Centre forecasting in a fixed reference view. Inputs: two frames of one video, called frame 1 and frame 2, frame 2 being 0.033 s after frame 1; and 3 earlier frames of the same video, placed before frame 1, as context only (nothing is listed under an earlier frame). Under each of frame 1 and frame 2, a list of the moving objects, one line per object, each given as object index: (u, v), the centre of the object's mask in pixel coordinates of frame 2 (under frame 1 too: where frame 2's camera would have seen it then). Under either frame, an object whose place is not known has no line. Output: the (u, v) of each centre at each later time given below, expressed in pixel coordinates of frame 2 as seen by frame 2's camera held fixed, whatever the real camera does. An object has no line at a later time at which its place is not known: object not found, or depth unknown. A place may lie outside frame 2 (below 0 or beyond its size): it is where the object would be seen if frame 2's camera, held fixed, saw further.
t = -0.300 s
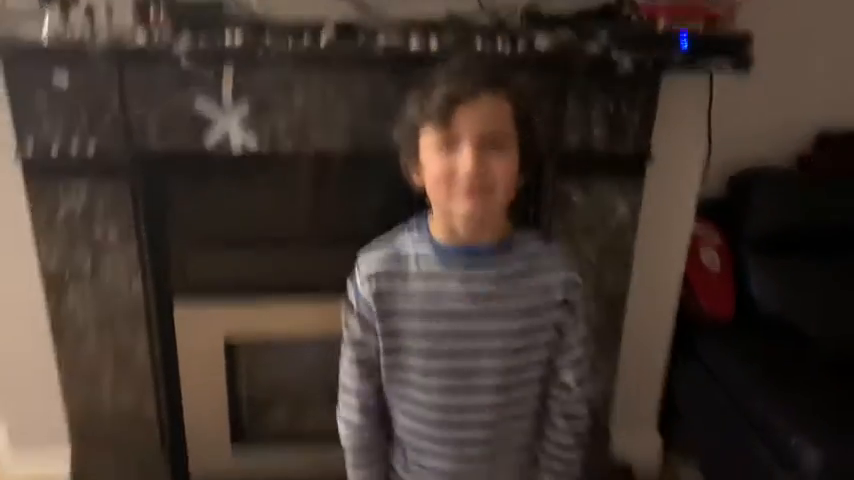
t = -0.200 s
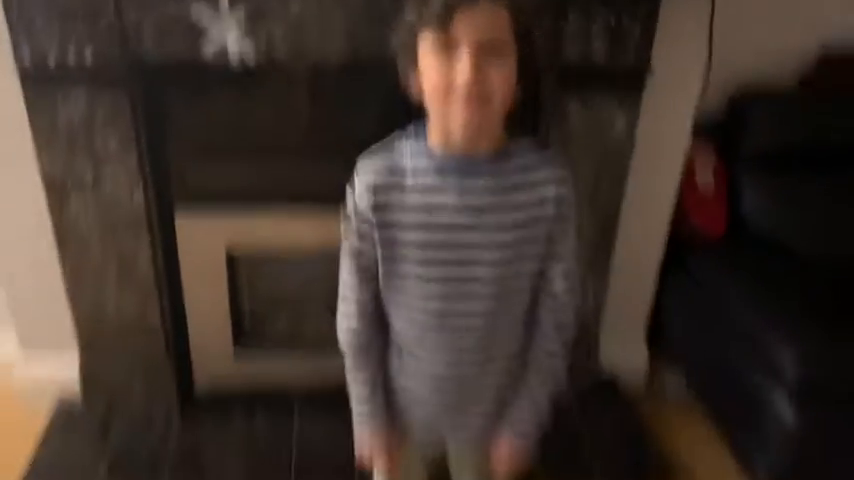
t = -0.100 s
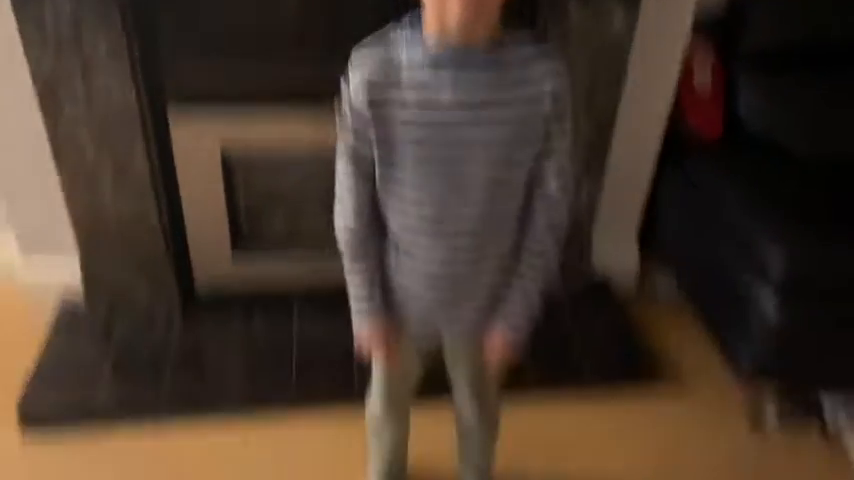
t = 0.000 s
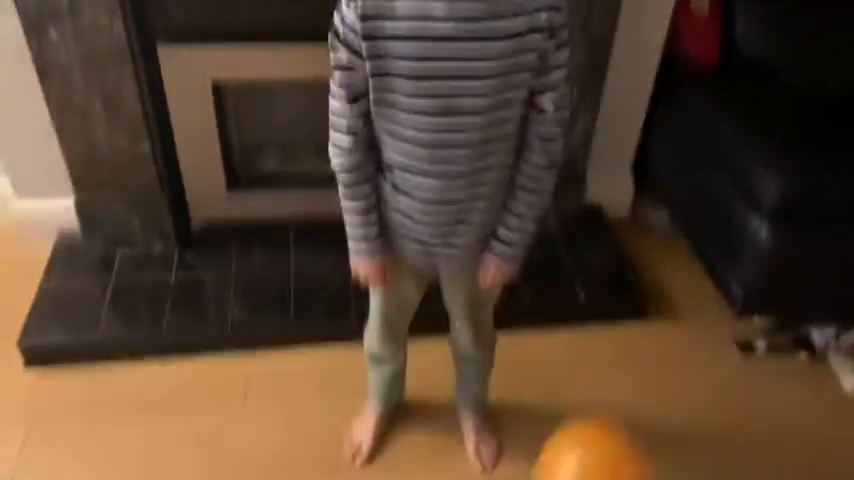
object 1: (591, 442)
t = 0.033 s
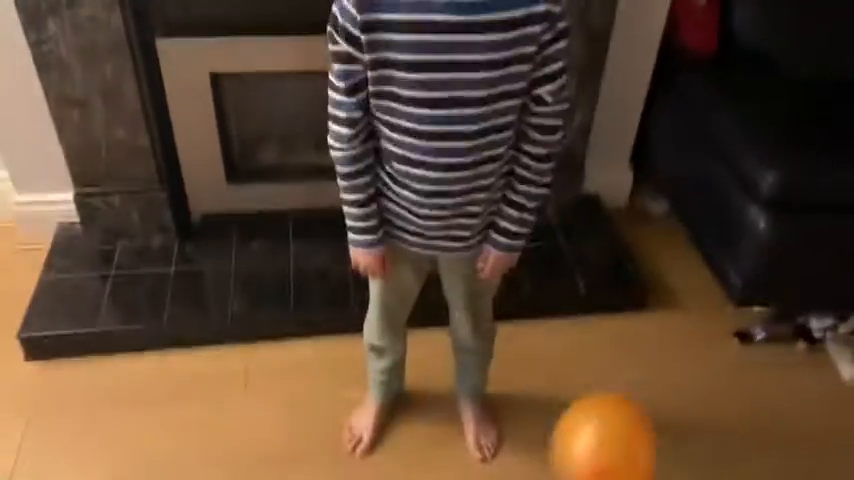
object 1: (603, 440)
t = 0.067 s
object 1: (616, 428)
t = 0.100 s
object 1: (624, 412)
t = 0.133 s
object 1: (630, 393)
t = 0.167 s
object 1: (630, 375)
